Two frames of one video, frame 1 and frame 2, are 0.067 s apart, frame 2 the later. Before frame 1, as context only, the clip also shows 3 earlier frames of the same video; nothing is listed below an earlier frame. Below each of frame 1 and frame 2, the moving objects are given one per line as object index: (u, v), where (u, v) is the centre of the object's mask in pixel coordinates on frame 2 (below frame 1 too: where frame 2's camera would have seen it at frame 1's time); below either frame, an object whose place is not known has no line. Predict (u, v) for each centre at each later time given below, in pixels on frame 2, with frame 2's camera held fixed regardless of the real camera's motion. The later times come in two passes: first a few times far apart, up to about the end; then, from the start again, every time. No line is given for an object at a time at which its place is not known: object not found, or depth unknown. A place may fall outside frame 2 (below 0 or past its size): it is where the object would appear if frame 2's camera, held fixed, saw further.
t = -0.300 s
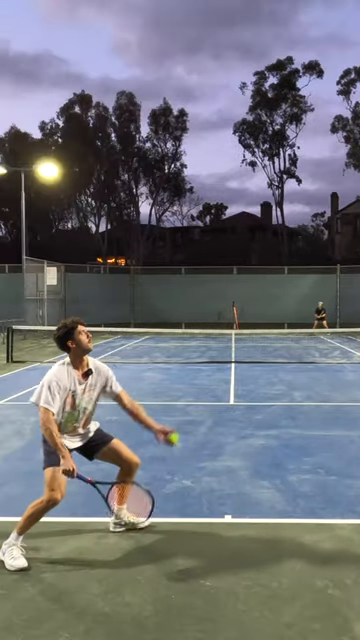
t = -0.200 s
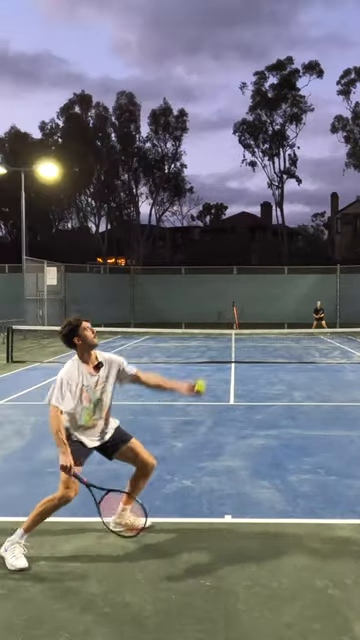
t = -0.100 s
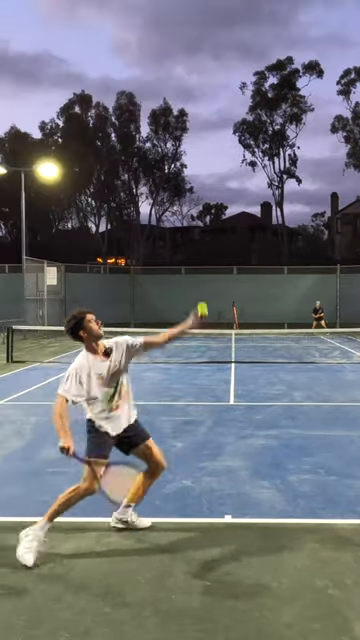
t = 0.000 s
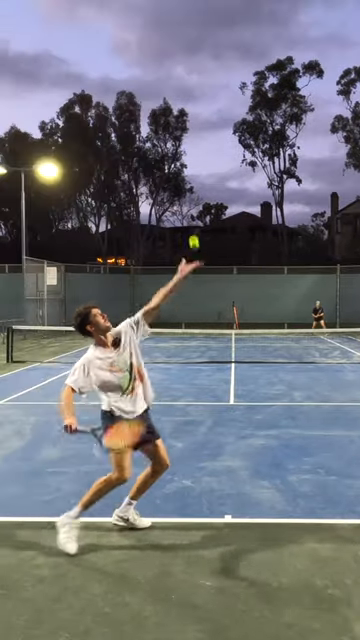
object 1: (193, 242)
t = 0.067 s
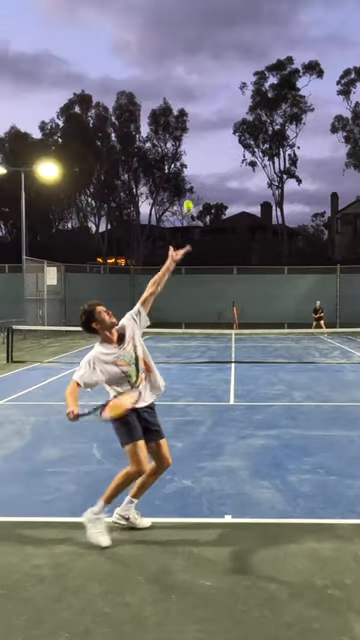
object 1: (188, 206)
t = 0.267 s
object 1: (172, 138)
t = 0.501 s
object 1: (156, 124)
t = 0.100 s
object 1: (185, 190)
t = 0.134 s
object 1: (182, 177)
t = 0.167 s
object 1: (180, 165)
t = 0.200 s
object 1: (177, 154)
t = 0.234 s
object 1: (175, 145)
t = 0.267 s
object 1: (172, 138)
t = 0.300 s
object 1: (170, 132)
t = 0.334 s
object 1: (167, 127)
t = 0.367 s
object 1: (165, 124)
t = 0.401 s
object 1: (163, 122)
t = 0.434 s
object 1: (160, 121)
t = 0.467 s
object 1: (158, 122)
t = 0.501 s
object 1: (156, 124)
